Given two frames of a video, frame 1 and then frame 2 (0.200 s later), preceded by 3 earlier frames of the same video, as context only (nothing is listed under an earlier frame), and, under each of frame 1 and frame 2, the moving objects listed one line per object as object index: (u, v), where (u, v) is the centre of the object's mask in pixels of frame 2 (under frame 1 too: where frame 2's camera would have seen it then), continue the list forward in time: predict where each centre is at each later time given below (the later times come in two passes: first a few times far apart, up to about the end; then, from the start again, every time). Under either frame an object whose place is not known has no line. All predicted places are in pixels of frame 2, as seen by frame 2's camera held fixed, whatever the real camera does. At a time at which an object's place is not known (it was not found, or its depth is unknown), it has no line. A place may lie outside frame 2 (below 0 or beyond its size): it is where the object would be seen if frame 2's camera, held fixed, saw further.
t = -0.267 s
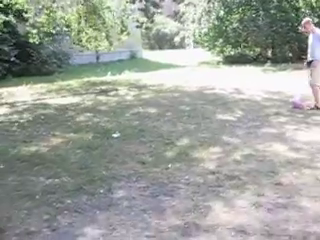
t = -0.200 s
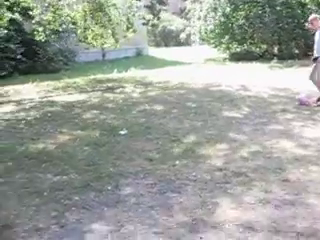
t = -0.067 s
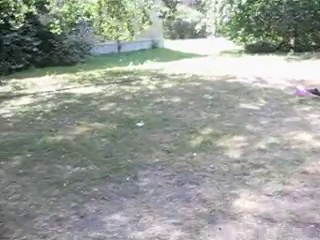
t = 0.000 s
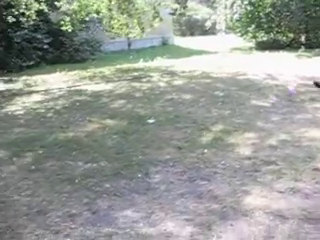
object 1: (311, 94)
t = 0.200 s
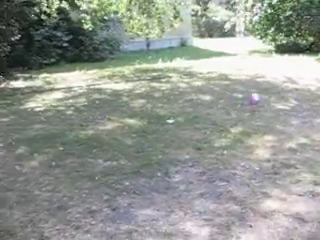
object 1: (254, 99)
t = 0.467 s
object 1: (193, 110)
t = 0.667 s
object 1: (154, 110)
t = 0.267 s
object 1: (238, 99)
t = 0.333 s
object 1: (222, 104)
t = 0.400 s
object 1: (205, 111)
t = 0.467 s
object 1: (193, 110)
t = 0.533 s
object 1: (180, 107)
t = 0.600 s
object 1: (167, 108)
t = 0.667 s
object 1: (154, 110)
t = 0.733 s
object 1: (140, 118)
